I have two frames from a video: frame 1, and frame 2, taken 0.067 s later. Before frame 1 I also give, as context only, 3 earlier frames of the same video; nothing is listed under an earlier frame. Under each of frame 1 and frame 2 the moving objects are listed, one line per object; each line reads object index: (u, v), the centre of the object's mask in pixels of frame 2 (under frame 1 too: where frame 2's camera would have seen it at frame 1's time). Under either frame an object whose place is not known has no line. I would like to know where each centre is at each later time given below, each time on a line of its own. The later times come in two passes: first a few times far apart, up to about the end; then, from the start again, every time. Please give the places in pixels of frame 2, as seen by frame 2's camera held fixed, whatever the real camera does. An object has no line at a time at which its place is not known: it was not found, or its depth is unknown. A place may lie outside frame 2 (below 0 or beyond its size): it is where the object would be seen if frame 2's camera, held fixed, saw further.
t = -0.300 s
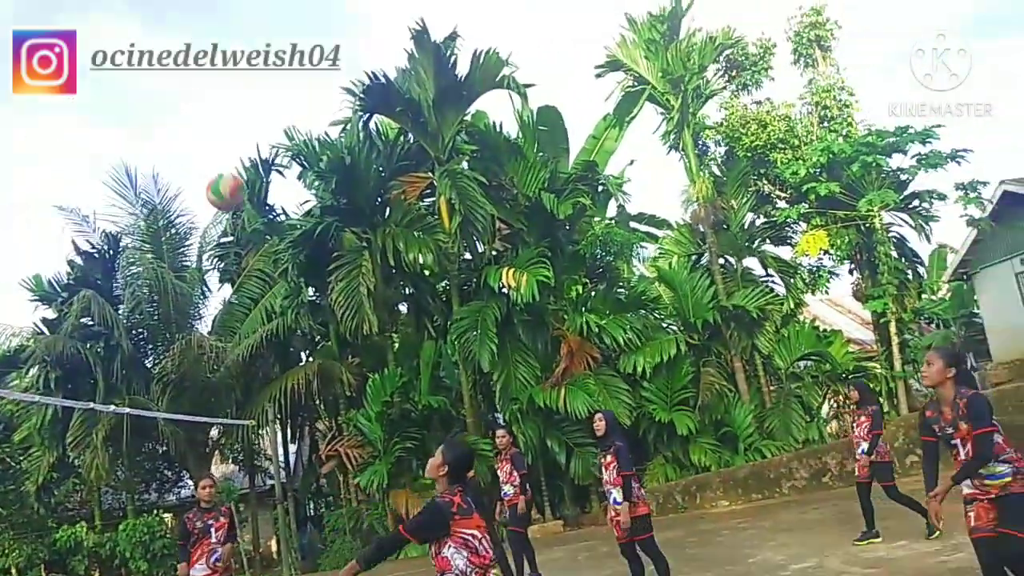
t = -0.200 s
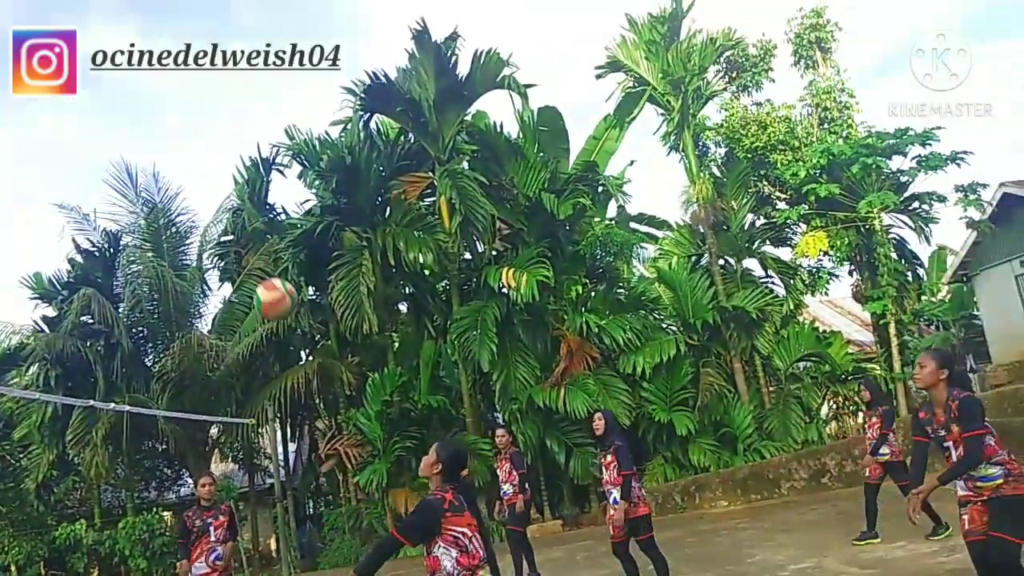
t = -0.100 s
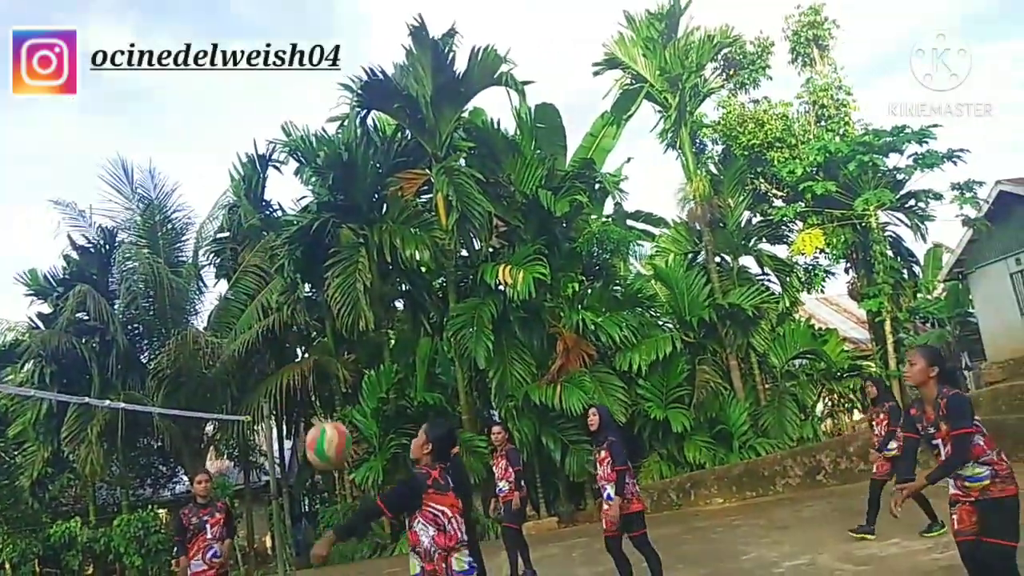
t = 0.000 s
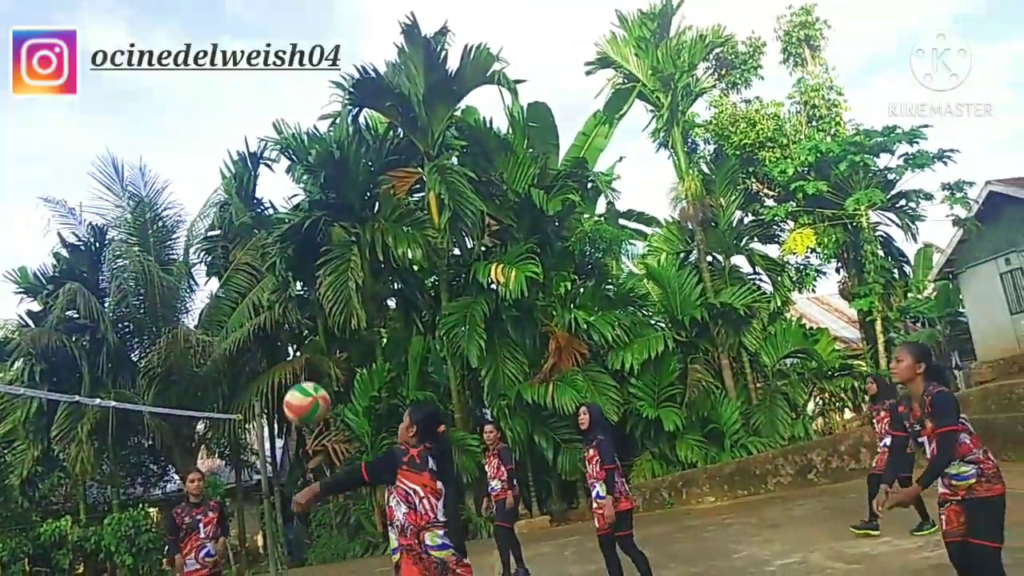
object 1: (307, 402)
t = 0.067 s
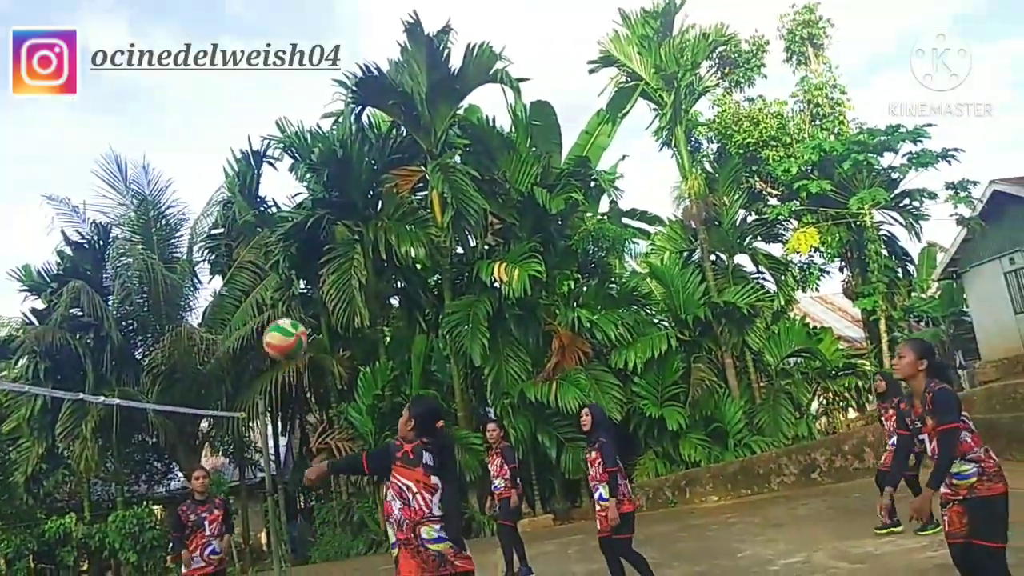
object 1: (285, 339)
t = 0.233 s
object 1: (233, 233)
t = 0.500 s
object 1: (171, 183)
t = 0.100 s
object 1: (274, 312)
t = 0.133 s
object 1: (263, 288)
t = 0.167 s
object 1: (252, 267)
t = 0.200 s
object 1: (242, 248)
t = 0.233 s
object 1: (233, 233)
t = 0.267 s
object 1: (224, 219)
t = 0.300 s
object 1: (214, 207)
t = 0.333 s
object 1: (206, 199)
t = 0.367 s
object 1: (198, 192)
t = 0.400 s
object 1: (191, 187)
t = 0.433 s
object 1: (184, 184)
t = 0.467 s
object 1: (177, 182)
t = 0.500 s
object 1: (171, 183)
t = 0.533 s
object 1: (165, 185)
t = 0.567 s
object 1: (159, 188)
